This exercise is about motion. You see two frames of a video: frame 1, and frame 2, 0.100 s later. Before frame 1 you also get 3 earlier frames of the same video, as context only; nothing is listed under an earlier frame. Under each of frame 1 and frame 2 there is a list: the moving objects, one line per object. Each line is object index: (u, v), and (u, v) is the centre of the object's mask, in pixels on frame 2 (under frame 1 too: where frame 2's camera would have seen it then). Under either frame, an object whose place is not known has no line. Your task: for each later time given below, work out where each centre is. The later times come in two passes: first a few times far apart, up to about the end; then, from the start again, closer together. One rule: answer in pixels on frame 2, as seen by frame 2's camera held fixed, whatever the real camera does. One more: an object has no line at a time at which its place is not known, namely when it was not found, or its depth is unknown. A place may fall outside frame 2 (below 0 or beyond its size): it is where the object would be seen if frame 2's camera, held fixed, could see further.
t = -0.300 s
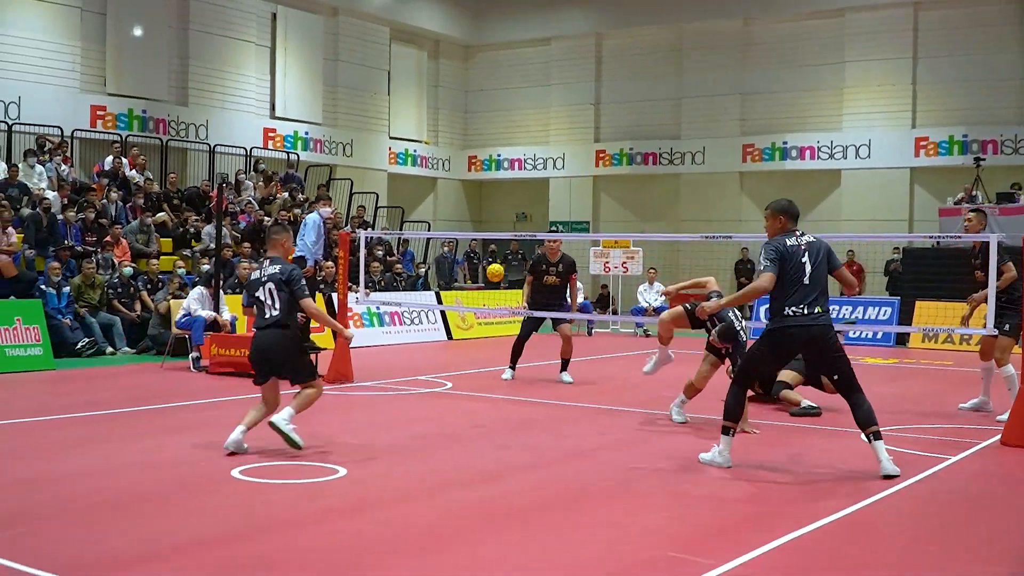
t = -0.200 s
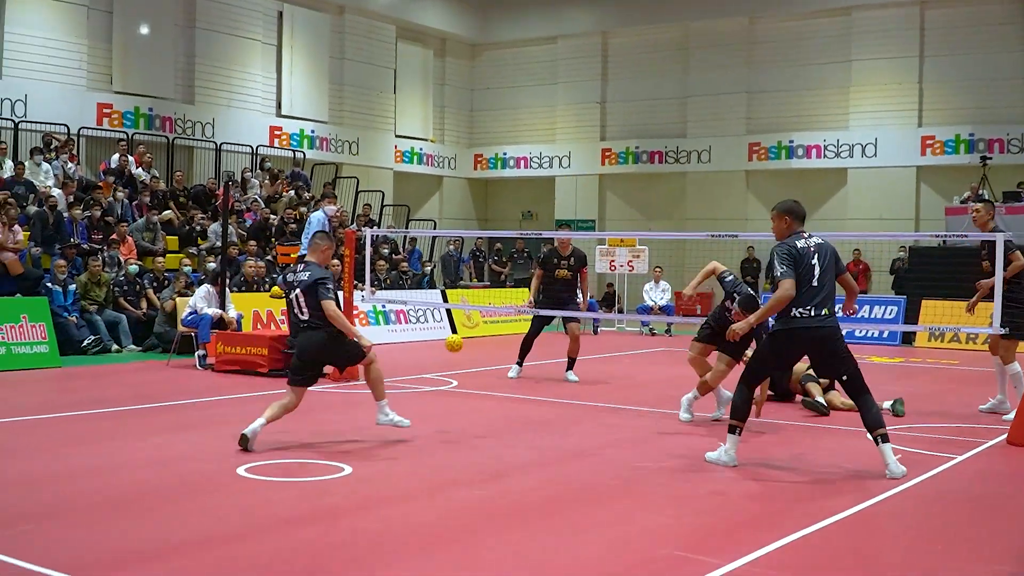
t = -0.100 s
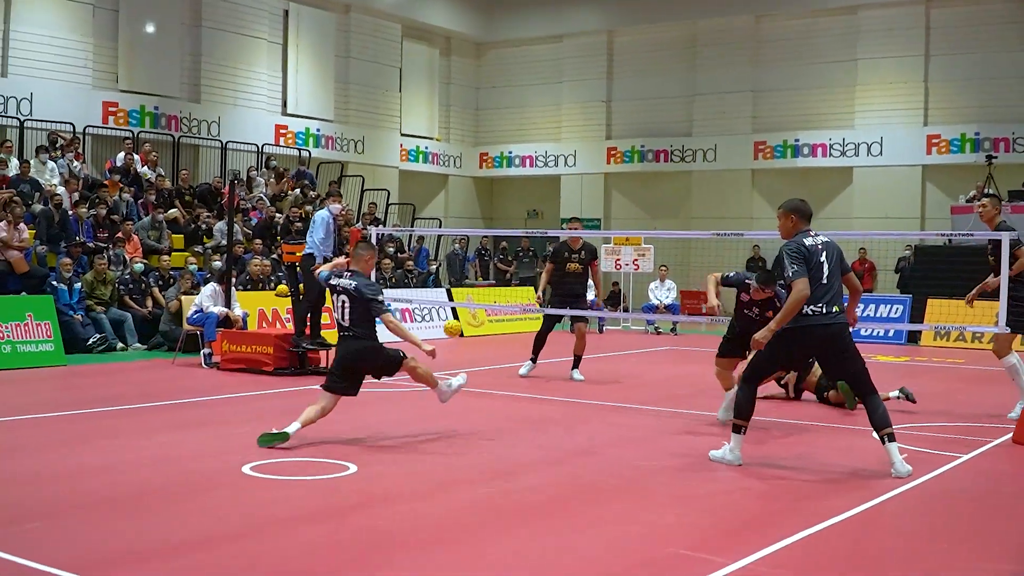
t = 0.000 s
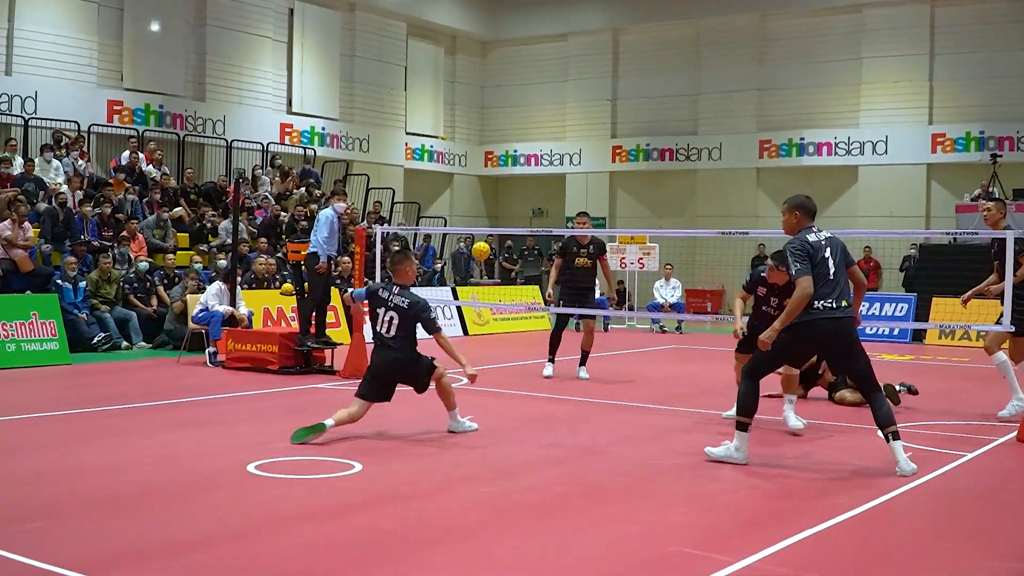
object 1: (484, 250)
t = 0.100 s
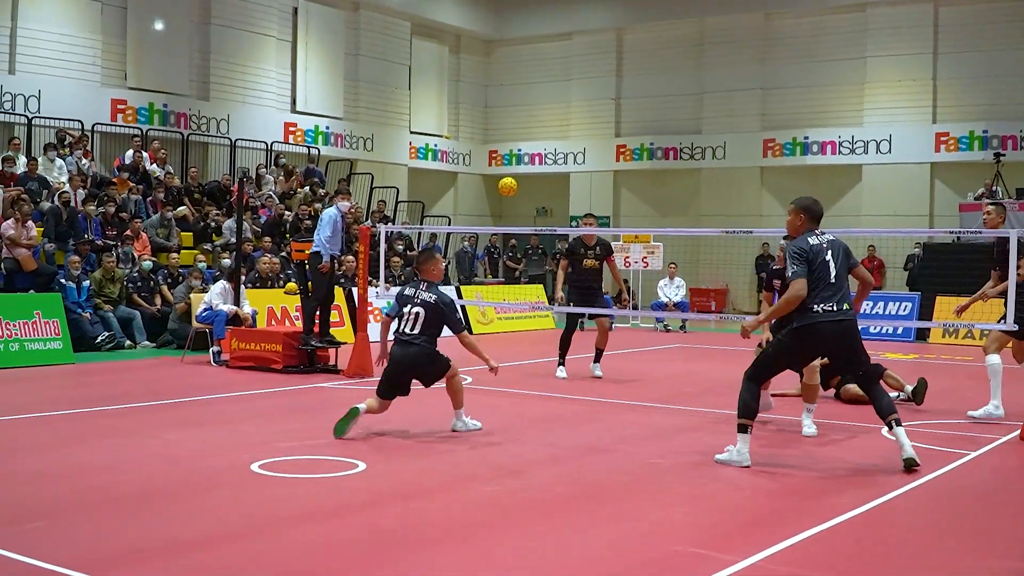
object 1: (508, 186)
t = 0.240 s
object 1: (541, 118)
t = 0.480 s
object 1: (593, 64)
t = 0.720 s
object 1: (641, 90)
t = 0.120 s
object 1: (512, 176)
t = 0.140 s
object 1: (517, 164)
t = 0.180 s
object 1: (527, 144)
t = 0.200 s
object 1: (531, 135)
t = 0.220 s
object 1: (536, 127)
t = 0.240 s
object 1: (541, 118)
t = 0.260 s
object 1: (545, 111)
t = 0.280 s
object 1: (549, 104)
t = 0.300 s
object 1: (554, 98)
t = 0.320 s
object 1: (558, 92)
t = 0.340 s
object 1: (563, 87)
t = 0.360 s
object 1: (567, 82)
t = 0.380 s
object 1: (571, 77)
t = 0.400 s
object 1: (576, 74)
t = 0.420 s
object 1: (580, 71)
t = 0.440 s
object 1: (584, 68)
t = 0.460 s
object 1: (589, 66)
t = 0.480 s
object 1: (593, 64)
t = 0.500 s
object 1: (597, 64)
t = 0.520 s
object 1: (601, 63)
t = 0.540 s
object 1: (605, 63)
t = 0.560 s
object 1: (609, 63)
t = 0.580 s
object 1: (613, 64)
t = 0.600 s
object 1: (617, 67)
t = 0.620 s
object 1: (621, 68)
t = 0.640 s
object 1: (625, 71)
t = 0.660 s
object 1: (629, 75)
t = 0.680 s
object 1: (633, 80)
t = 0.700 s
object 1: (637, 85)
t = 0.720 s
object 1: (641, 90)
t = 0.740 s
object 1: (644, 96)
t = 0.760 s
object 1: (648, 103)
